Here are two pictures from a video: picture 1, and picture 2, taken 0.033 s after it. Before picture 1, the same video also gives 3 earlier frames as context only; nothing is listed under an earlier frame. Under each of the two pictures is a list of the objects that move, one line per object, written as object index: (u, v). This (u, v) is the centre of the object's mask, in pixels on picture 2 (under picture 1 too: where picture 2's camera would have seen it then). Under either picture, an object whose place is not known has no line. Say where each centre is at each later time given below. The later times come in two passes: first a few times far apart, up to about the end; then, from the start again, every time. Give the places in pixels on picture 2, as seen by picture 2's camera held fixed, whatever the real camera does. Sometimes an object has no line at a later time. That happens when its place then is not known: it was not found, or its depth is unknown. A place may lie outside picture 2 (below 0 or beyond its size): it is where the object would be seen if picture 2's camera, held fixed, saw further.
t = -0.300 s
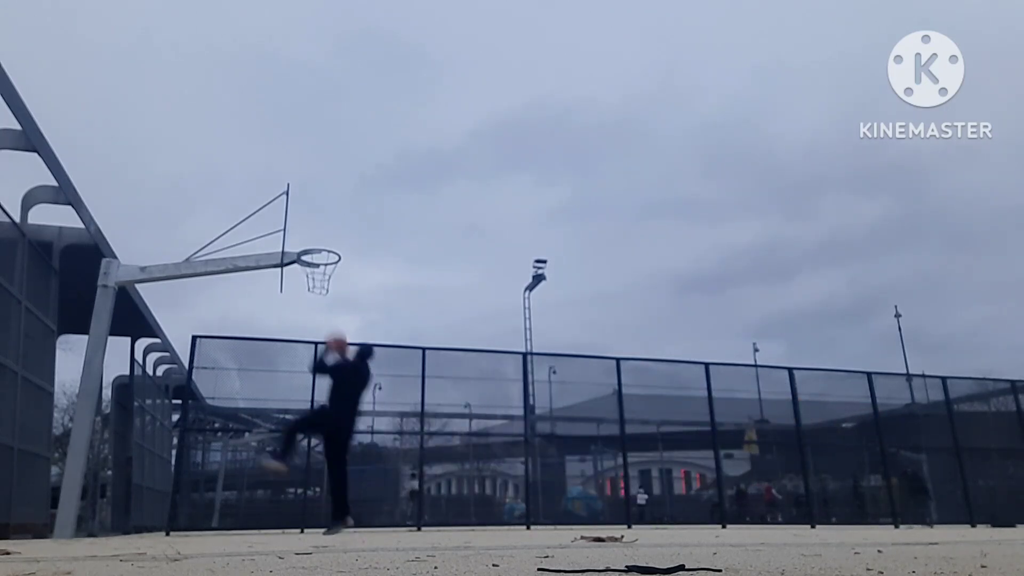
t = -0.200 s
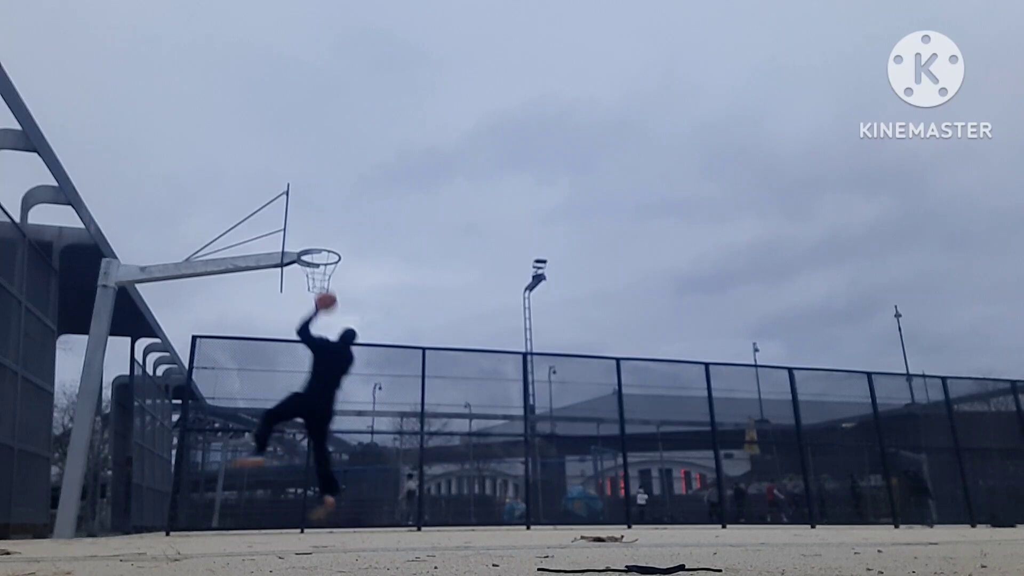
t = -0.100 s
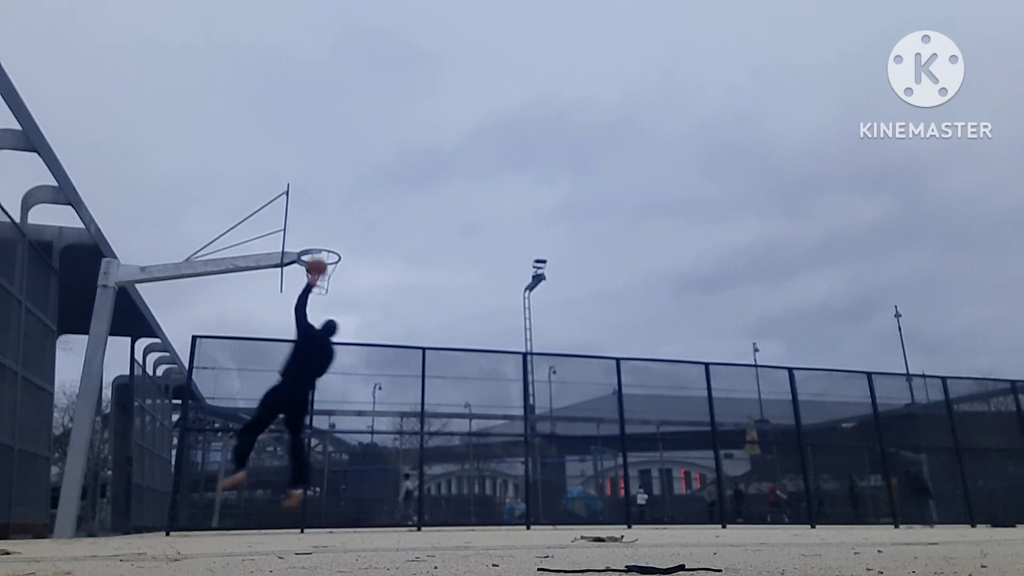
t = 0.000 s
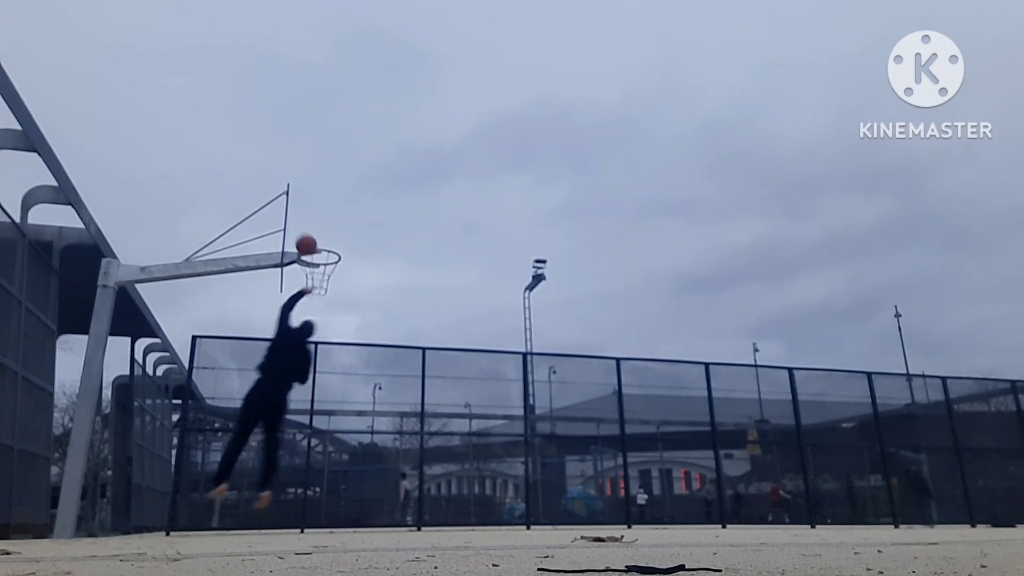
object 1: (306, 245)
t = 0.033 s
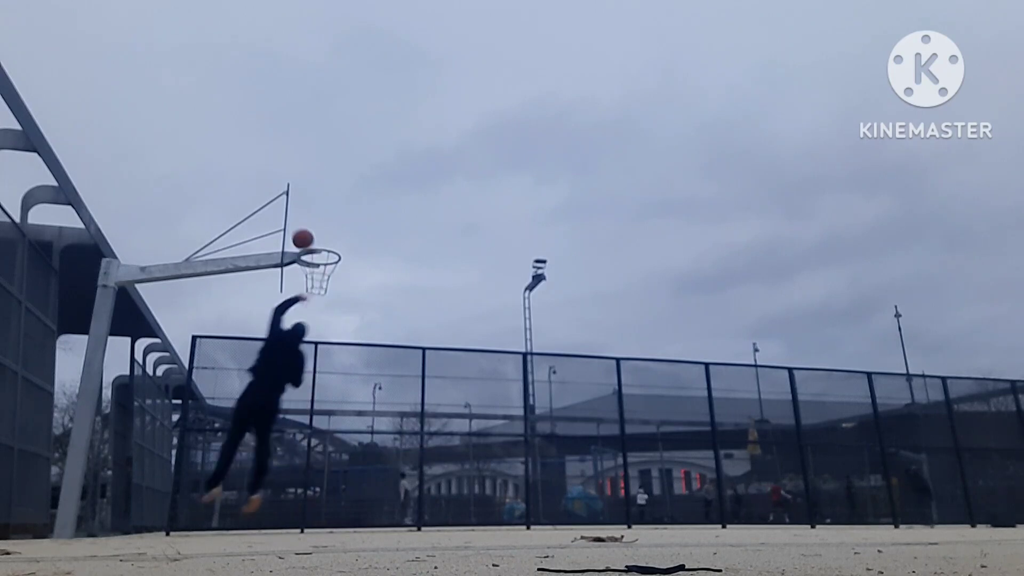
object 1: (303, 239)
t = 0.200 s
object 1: (307, 230)
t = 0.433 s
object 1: (325, 259)
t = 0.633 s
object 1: (325, 275)
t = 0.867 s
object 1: (316, 290)
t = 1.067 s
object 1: (303, 319)
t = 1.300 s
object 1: (284, 398)
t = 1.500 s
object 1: (263, 516)
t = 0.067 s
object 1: (299, 234)
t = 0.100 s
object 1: (298, 231)
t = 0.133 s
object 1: (301, 230)
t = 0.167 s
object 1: (304, 230)
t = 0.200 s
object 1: (307, 230)
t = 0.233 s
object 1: (309, 232)
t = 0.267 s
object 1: (312, 234)
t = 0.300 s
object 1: (315, 237)
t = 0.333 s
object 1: (317, 240)
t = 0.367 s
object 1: (320, 243)
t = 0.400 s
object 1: (322, 251)
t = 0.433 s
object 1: (325, 259)
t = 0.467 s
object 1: (327, 266)
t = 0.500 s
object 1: (328, 270)
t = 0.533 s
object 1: (329, 272)
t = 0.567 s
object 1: (328, 274)
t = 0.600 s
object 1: (326, 274)
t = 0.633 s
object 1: (325, 275)
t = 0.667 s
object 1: (324, 277)
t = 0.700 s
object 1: (323, 279)
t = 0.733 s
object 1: (321, 282)
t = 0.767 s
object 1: (320, 284)
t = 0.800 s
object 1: (319, 286)
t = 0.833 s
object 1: (317, 288)
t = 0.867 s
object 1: (316, 290)
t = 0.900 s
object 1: (314, 293)
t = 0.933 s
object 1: (312, 296)
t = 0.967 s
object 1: (310, 300)
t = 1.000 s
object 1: (308, 306)
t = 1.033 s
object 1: (306, 312)
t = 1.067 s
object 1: (303, 319)
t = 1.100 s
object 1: (301, 327)
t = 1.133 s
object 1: (298, 336)
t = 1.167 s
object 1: (296, 347)
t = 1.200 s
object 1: (293, 358)
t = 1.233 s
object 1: (290, 370)
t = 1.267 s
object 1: (287, 384)
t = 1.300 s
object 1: (284, 398)
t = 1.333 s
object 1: (280, 417)
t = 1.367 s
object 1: (278, 432)
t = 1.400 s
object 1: (274, 449)
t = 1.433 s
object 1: (271, 474)
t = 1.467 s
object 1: (267, 494)
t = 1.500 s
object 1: (263, 516)
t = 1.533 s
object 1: (261, 514)
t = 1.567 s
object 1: (261, 495)
